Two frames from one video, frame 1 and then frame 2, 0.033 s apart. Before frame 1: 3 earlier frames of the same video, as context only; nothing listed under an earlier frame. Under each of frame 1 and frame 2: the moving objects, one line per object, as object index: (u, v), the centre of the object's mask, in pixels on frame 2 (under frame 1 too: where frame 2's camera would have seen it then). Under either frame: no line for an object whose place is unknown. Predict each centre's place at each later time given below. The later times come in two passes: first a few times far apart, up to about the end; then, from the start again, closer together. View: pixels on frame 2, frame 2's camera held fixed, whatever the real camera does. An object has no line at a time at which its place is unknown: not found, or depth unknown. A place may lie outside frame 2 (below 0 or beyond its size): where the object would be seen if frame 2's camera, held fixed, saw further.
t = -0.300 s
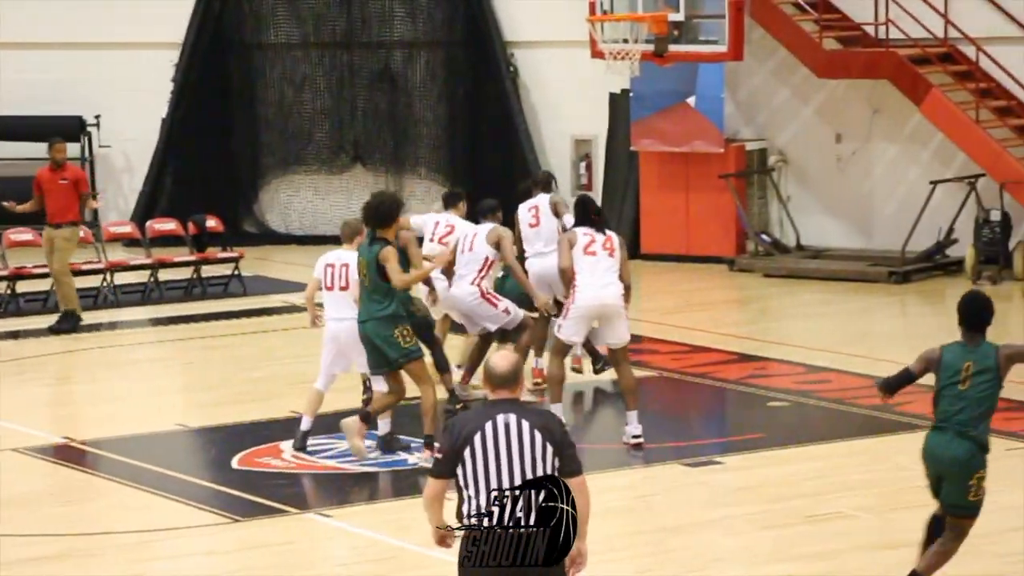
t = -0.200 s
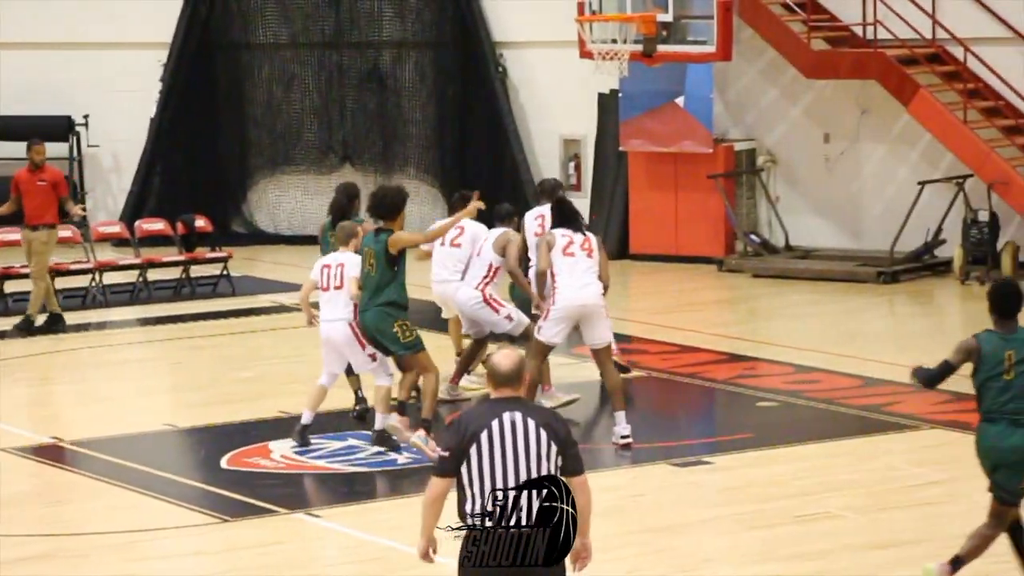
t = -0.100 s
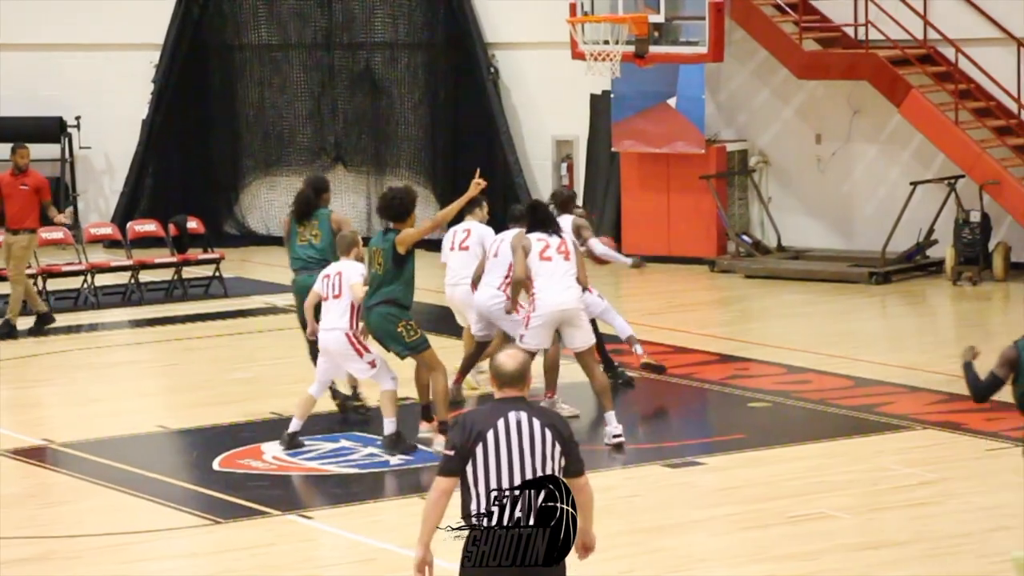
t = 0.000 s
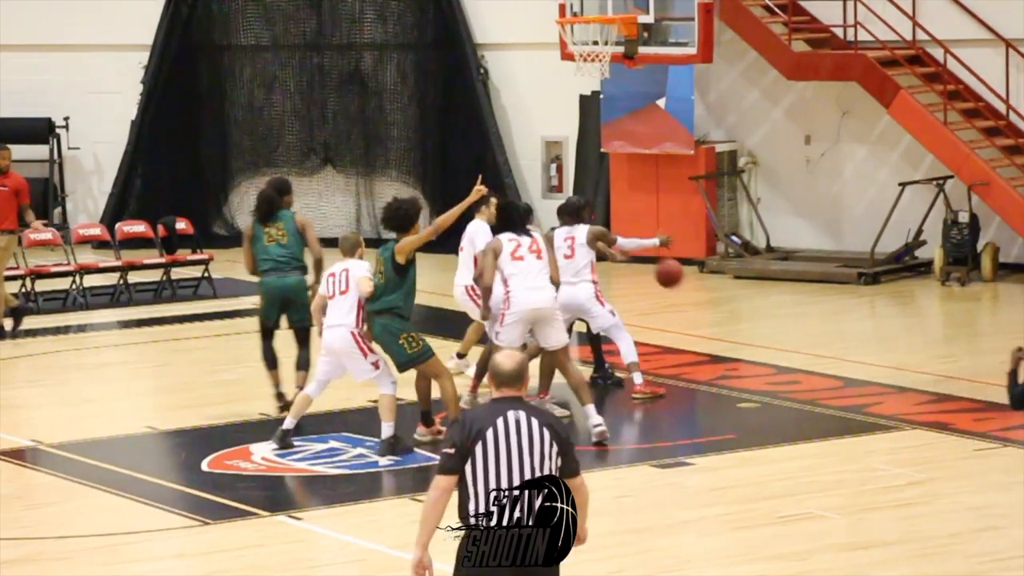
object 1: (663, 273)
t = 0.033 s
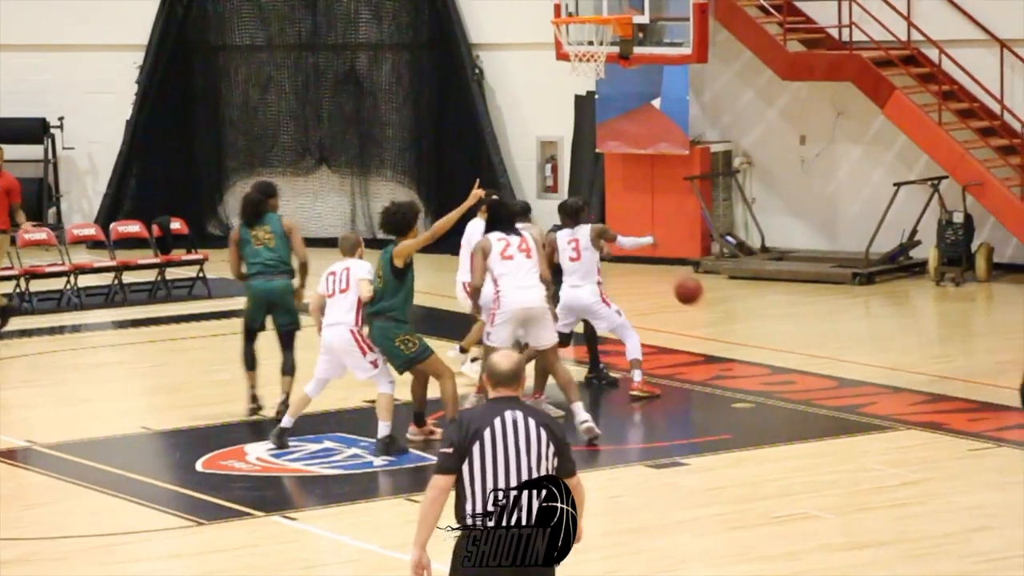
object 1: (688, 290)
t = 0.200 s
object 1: (816, 395)
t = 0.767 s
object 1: (1029, 315)
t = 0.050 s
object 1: (700, 299)
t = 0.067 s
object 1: (712, 308)
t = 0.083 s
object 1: (725, 318)
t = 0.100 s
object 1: (738, 327)
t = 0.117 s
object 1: (751, 337)
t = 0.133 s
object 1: (764, 348)
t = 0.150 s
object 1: (777, 359)
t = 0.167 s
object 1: (790, 371)
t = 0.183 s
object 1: (803, 384)
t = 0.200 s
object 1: (816, 395)
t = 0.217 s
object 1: (823, 392)
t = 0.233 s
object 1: (829, 383)
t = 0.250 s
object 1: (835, 375)
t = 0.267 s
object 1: (841, 369)
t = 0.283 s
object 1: (847, 362)
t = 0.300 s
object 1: (853, 355)
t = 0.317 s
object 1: (859, 349)
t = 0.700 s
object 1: (1003, 303)
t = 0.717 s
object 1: (1009, 305)
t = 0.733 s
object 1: (1015, 308)
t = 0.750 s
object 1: (1022, 312)
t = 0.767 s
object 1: (1029, 315)
